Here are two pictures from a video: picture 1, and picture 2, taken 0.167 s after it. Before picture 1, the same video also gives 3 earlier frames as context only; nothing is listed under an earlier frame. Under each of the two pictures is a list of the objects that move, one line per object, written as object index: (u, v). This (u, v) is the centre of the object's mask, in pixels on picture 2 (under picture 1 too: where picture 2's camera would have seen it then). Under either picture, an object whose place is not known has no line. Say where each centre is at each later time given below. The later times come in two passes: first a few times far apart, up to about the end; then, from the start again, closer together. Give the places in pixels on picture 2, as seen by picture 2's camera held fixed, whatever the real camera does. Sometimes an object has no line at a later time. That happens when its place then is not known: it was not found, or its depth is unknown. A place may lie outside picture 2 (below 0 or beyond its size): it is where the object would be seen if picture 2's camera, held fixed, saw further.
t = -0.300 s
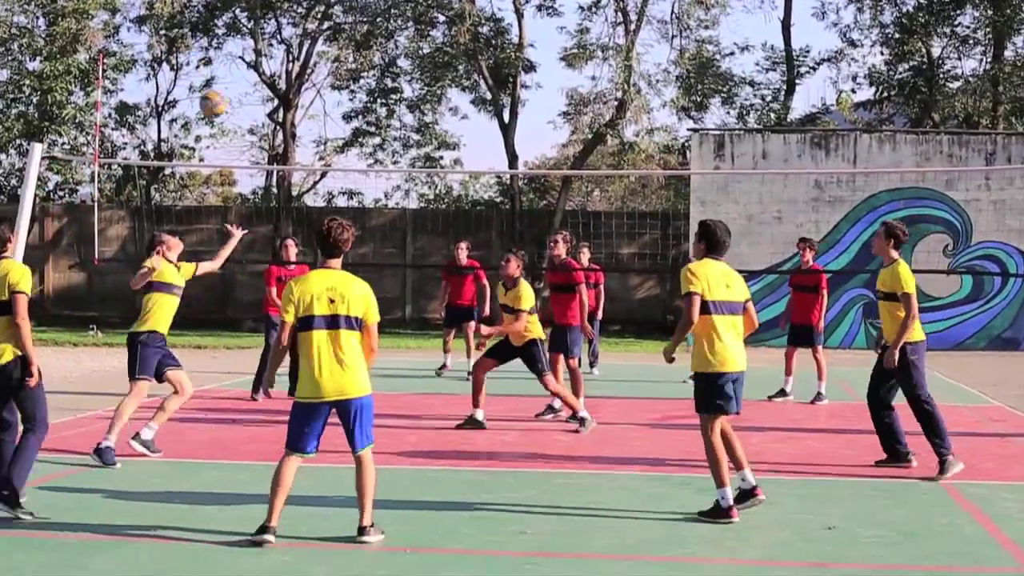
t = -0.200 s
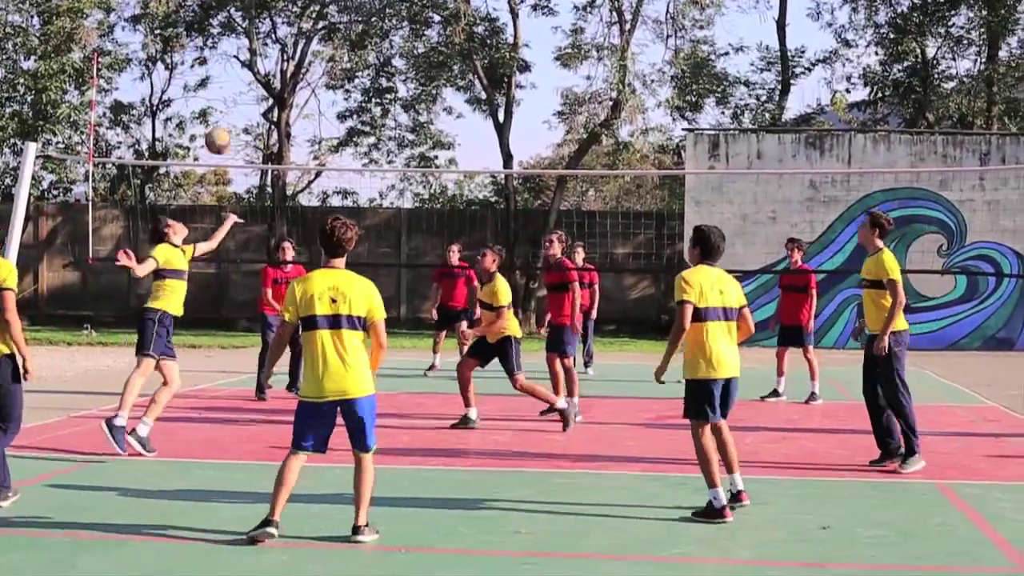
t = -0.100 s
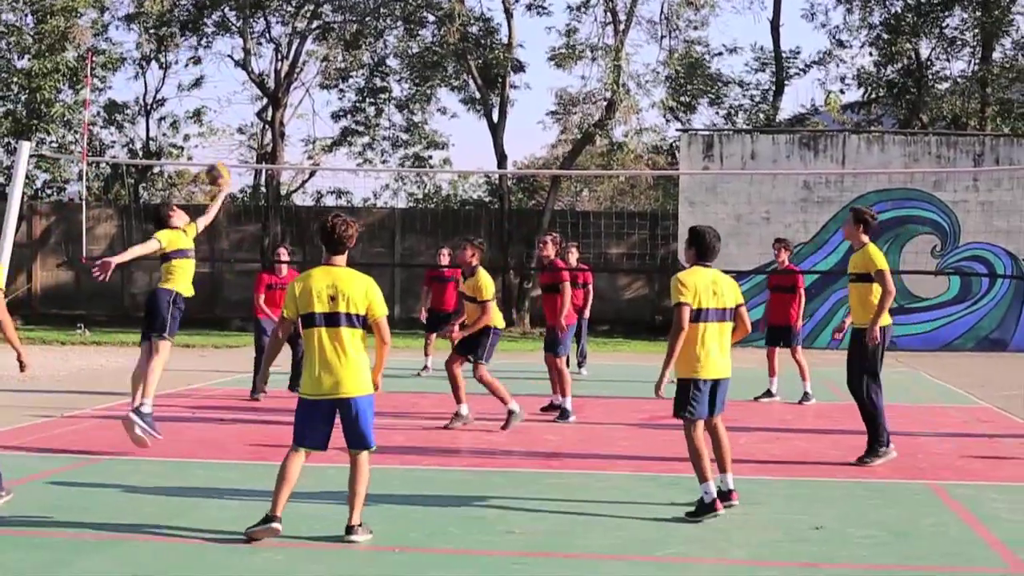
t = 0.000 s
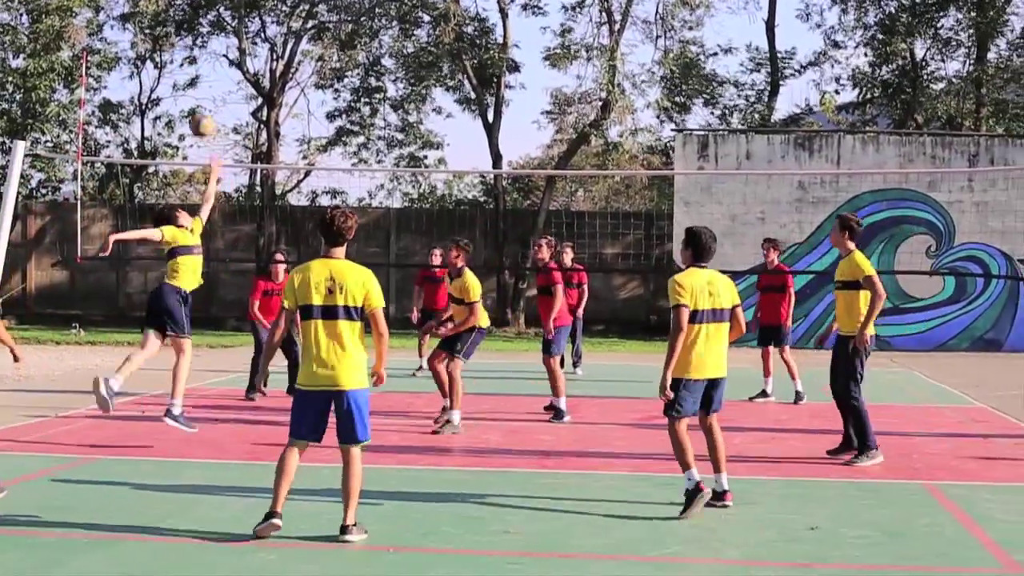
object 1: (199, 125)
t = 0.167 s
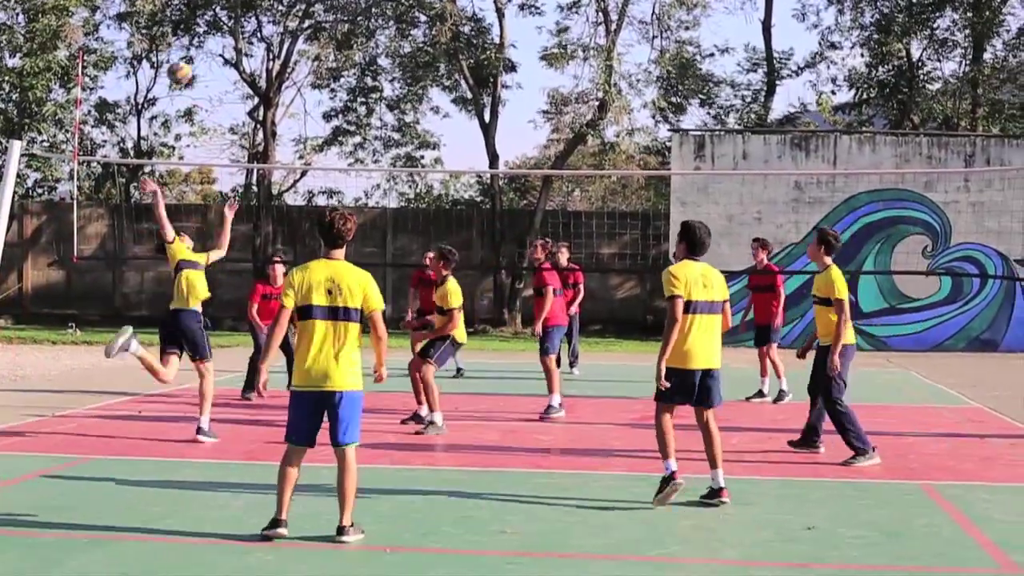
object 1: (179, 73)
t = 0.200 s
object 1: (176, 67)
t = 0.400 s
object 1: (155, 58)
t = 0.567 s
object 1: (137, 78)
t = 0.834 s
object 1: (118, 162)
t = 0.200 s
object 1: (176, 67)
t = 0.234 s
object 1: (172, 62)
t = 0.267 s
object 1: (168, 59)
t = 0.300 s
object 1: (166, 57)
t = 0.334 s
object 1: (162, 55)
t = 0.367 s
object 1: (158, 56)
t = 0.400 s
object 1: (155, 58)
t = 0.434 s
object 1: (152, 59)
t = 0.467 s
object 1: (148, 63)
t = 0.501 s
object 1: (145, 67)
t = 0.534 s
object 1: (141, 72)
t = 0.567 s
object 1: (137, 78)
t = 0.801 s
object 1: (119, 148)
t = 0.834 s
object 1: (118, 162)
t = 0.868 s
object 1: (114, 175)
